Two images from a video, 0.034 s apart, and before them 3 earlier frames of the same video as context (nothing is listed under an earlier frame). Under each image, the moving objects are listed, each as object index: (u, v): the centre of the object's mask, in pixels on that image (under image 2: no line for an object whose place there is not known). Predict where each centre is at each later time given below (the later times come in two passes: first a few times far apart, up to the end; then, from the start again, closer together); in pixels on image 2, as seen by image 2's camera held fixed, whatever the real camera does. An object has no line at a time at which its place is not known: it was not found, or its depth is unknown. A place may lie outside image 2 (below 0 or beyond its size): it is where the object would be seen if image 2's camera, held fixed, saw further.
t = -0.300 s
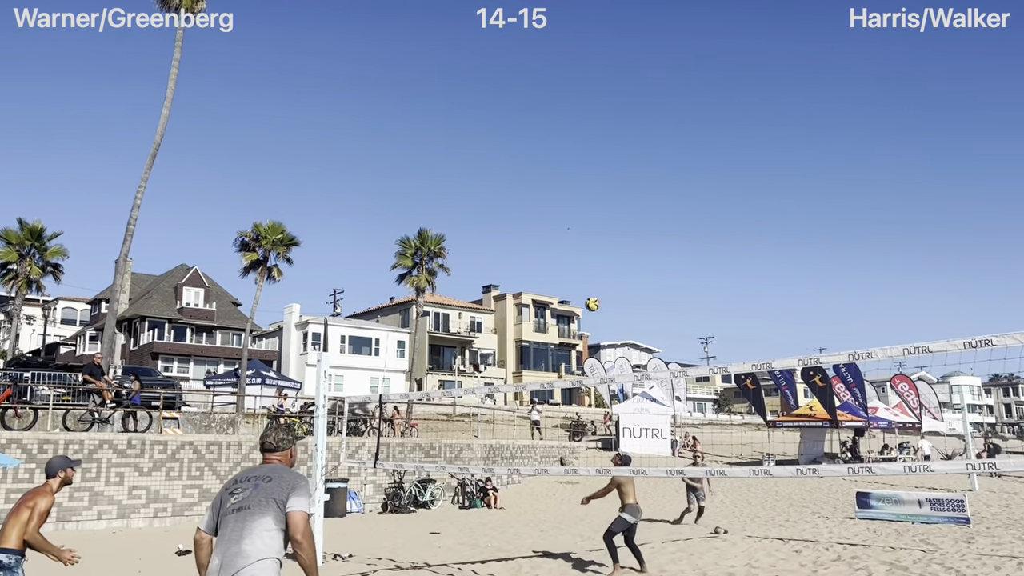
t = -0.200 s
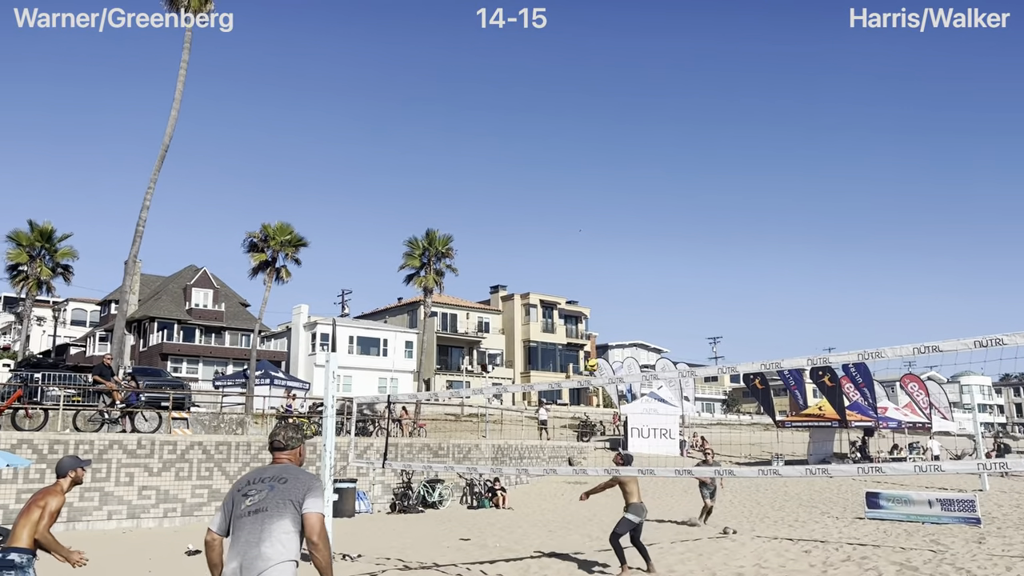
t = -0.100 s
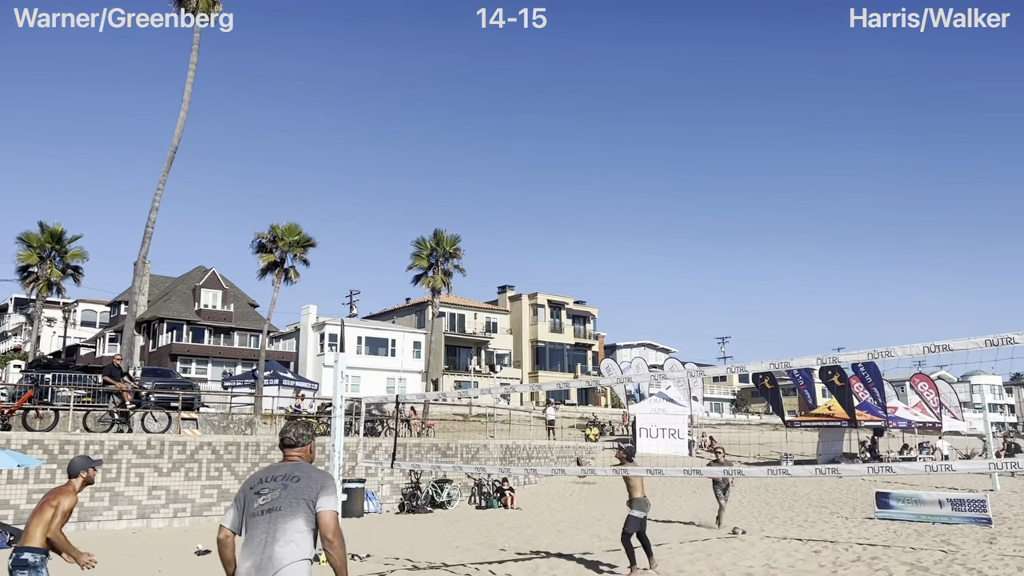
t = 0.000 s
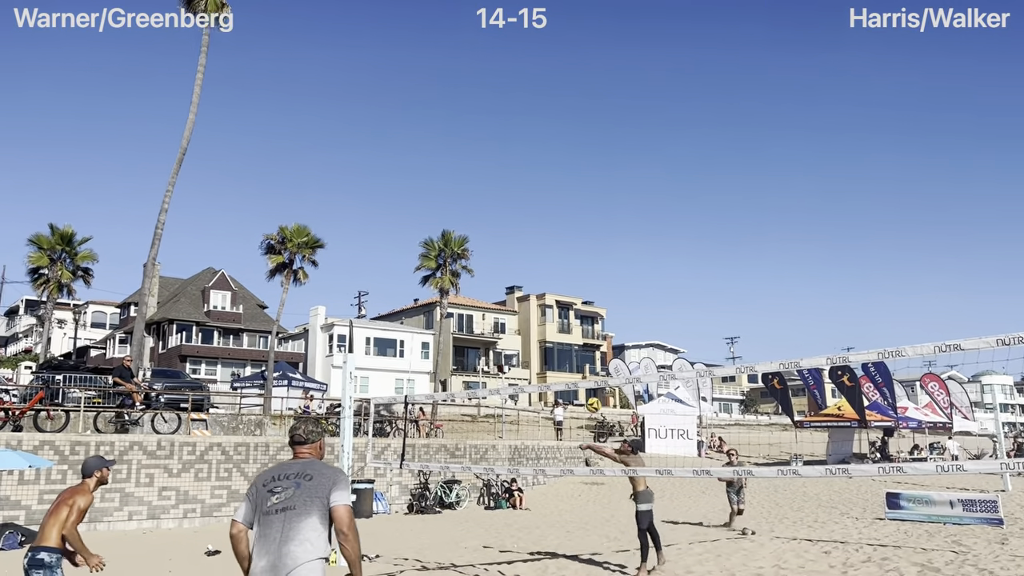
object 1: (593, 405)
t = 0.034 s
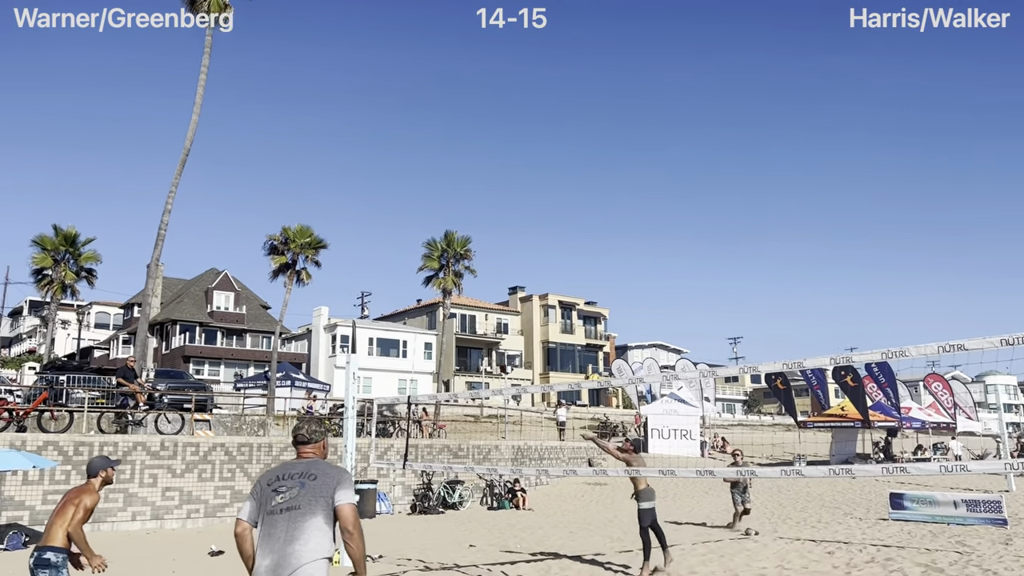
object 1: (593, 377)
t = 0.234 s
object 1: (576, 248)
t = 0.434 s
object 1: (557, 143)
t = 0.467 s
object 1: (553, 128)
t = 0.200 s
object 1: (579, 268)
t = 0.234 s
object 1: (576, 248)
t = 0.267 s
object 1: (573, 229)
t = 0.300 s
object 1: (570, 211)
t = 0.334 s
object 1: (566, 192)
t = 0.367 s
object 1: (563, 175)
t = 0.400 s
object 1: (559, 159)
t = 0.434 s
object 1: (557, 143)
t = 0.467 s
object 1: (553, 128)
